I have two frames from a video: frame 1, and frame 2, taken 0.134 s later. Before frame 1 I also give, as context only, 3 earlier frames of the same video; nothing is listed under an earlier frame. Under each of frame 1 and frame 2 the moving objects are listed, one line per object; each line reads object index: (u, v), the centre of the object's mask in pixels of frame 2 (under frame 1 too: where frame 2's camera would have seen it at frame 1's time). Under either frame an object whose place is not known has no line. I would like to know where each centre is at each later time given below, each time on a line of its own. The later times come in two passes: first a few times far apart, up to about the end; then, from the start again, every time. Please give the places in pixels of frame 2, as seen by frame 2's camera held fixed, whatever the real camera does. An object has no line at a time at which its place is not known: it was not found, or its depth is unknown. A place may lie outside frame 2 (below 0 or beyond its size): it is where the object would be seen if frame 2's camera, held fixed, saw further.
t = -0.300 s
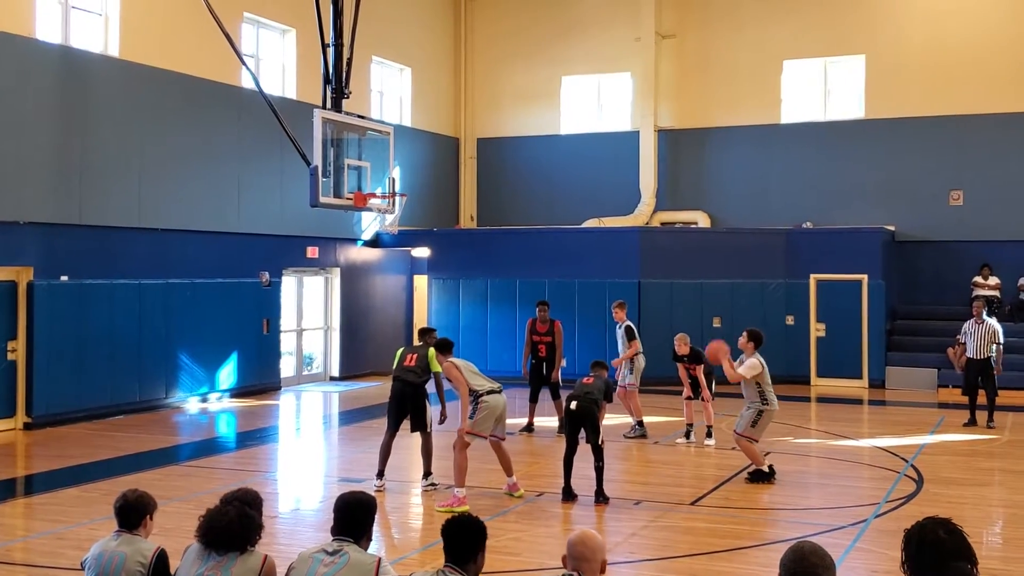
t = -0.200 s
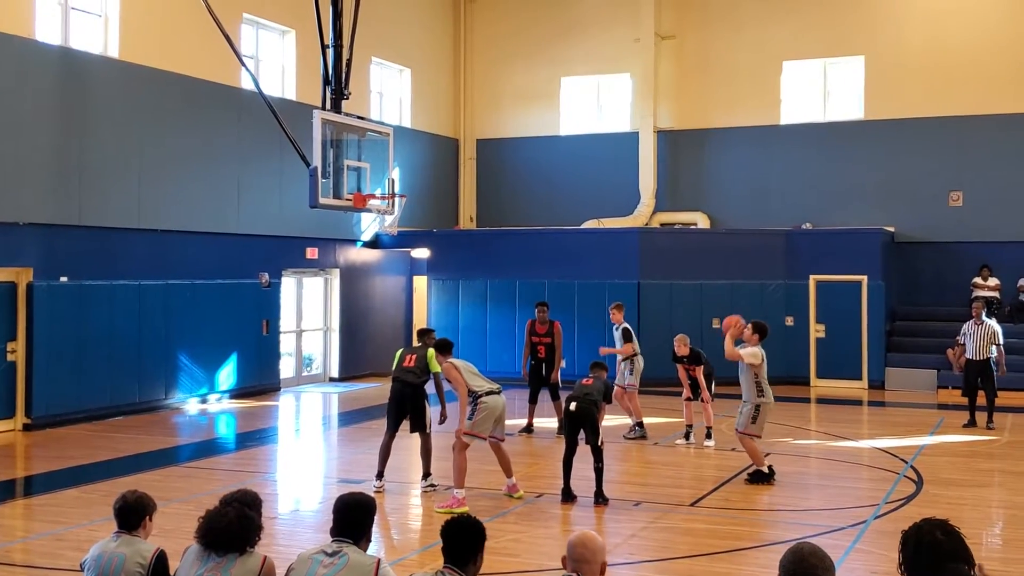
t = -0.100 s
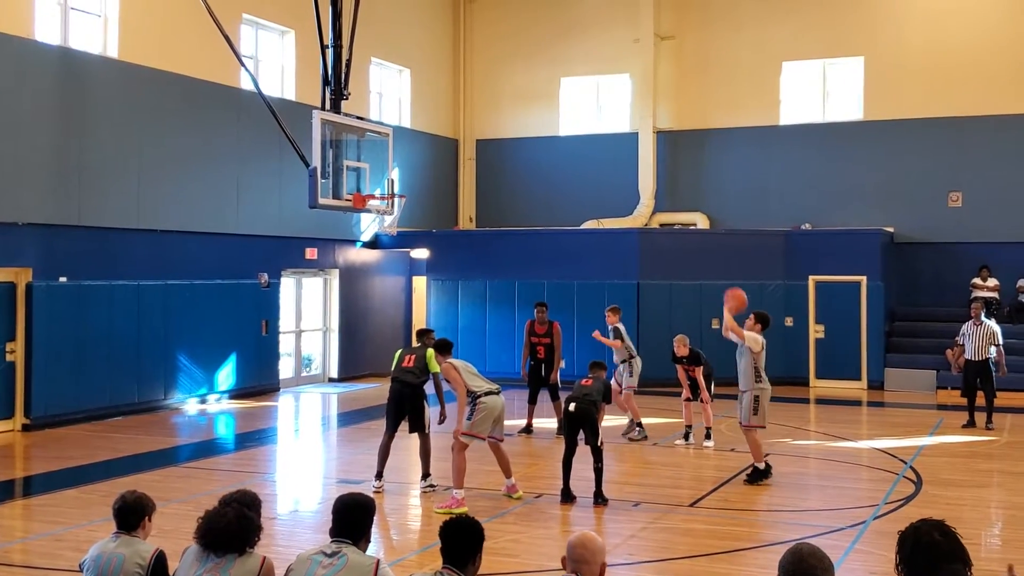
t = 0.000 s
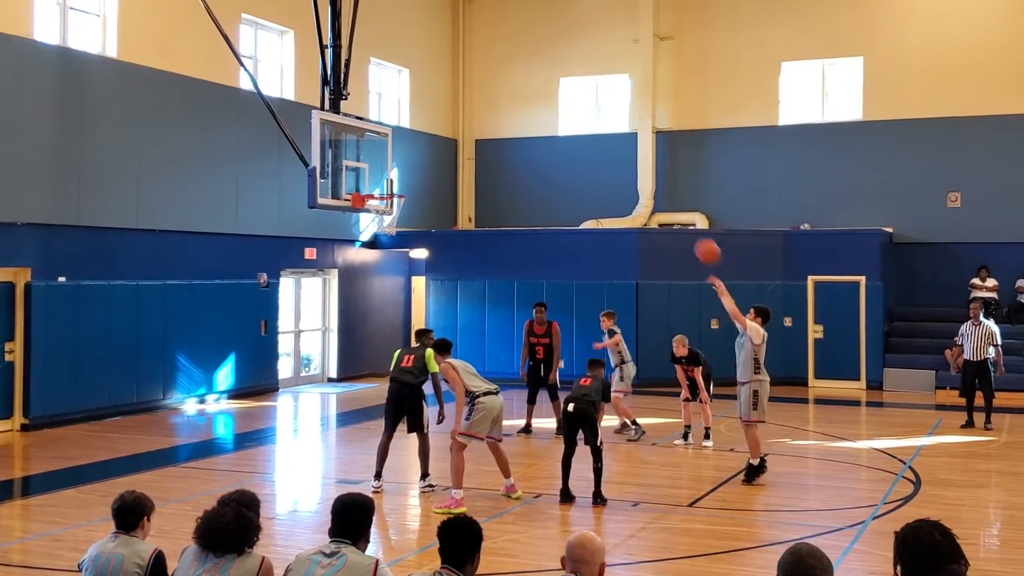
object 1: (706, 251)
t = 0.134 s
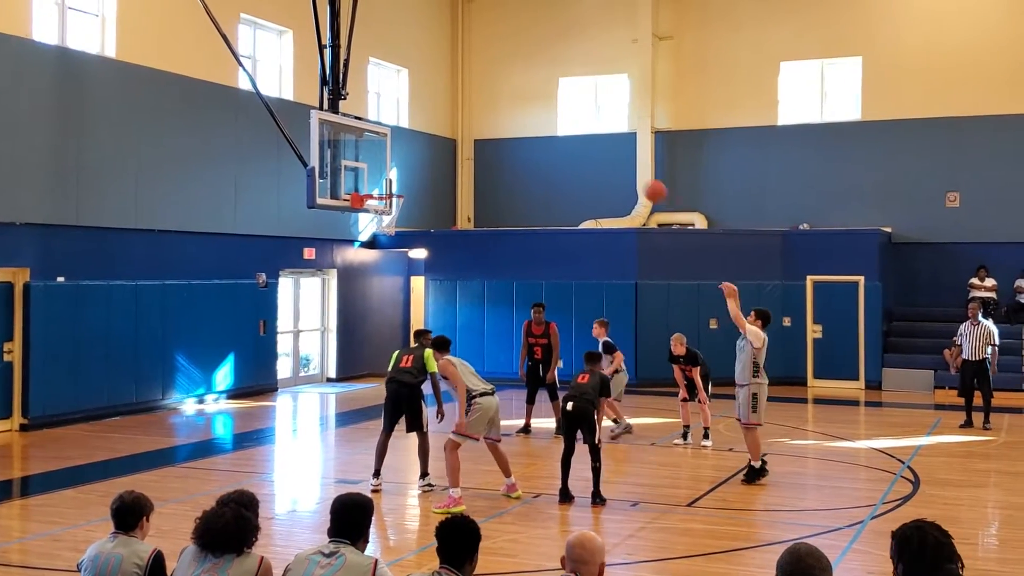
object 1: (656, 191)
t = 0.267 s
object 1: (606, 148)
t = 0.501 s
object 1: (526, 115)
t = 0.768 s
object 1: (442, 133)
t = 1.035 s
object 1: (382, 186)
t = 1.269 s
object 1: (425, 174)
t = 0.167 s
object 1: (642, 178)
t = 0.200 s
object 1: (629, 167)
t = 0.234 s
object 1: (618, 157)
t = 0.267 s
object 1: (606, 148)
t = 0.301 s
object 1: (594, 141)
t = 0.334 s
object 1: (583, 135)
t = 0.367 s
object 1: (571, 129)
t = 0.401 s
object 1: (558, 123)
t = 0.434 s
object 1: (548, 119)
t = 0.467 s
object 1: (537, 117)
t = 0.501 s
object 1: (526, 115)
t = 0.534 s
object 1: (515, 114)
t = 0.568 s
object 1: (504, 114)
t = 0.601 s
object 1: (494, 115)
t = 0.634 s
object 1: (483, 117)
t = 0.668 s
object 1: (473, 120)
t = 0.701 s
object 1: (462, 124)
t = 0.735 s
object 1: (452, 128)
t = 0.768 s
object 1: (442, 133)
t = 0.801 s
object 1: (431, 139)
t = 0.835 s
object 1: (422, 146)
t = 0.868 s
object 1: (412, 154)
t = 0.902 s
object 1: (403, 163)
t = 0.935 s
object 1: (393, 172)
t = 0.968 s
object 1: (383, 183)
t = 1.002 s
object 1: (376, 189)
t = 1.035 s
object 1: (382, 186)
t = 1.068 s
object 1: (387, 182)
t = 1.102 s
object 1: (394, 179)
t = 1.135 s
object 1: (400, 176)
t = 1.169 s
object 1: (406, 174)
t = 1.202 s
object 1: (413, 173)
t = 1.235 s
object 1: (419, 173)
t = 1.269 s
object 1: (425, 174)
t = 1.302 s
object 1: (431, 176)
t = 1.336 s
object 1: (438, 180)
